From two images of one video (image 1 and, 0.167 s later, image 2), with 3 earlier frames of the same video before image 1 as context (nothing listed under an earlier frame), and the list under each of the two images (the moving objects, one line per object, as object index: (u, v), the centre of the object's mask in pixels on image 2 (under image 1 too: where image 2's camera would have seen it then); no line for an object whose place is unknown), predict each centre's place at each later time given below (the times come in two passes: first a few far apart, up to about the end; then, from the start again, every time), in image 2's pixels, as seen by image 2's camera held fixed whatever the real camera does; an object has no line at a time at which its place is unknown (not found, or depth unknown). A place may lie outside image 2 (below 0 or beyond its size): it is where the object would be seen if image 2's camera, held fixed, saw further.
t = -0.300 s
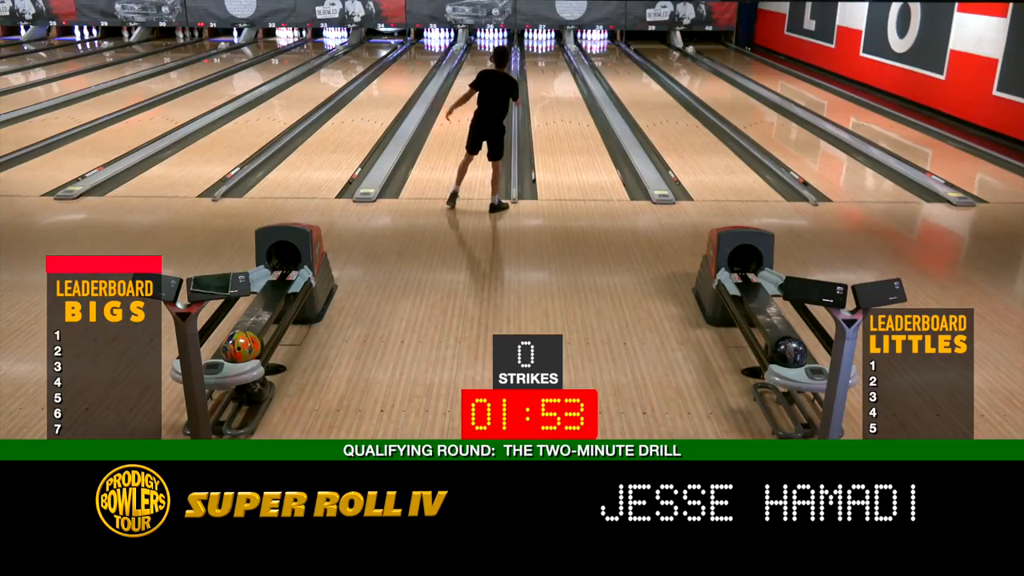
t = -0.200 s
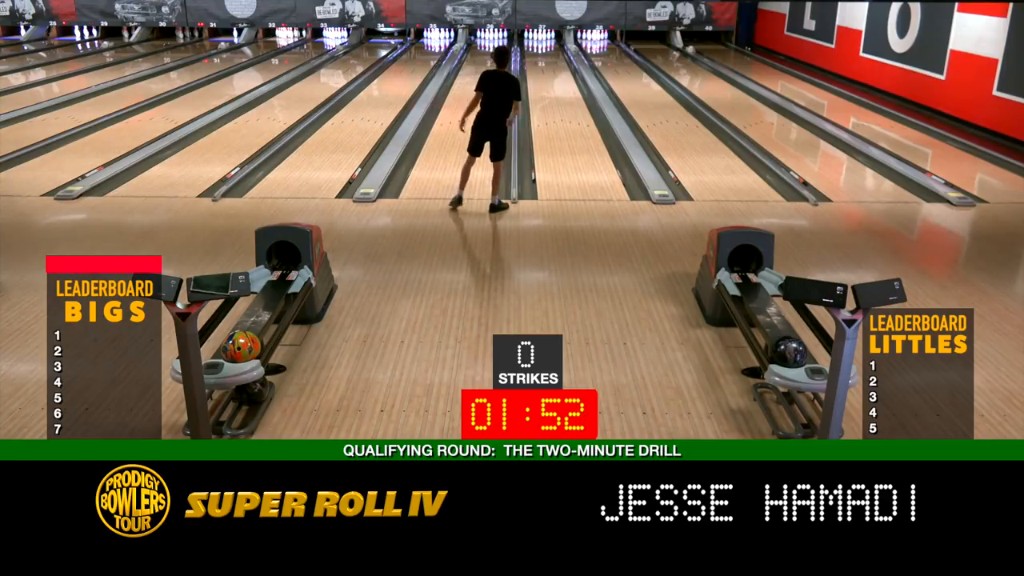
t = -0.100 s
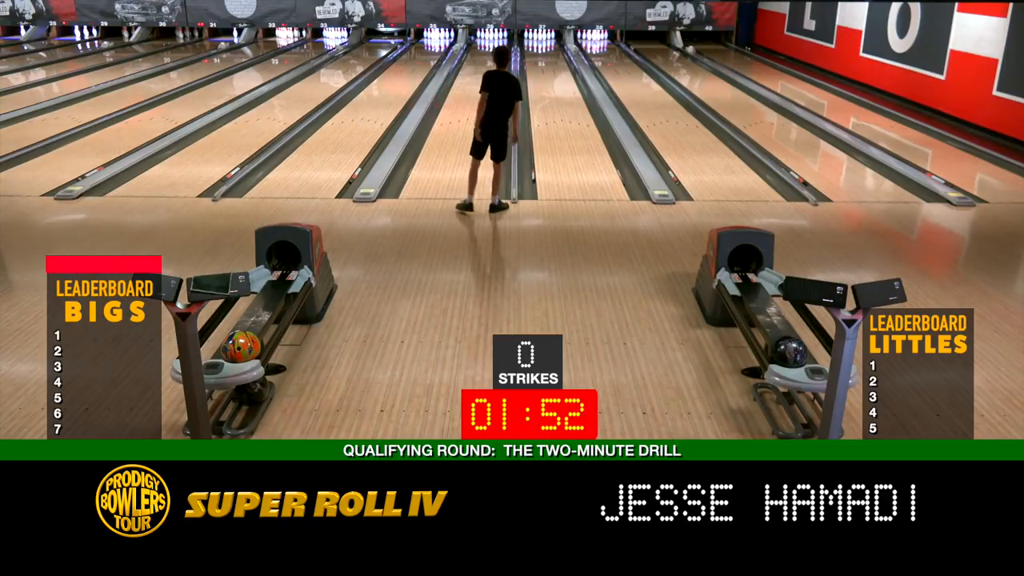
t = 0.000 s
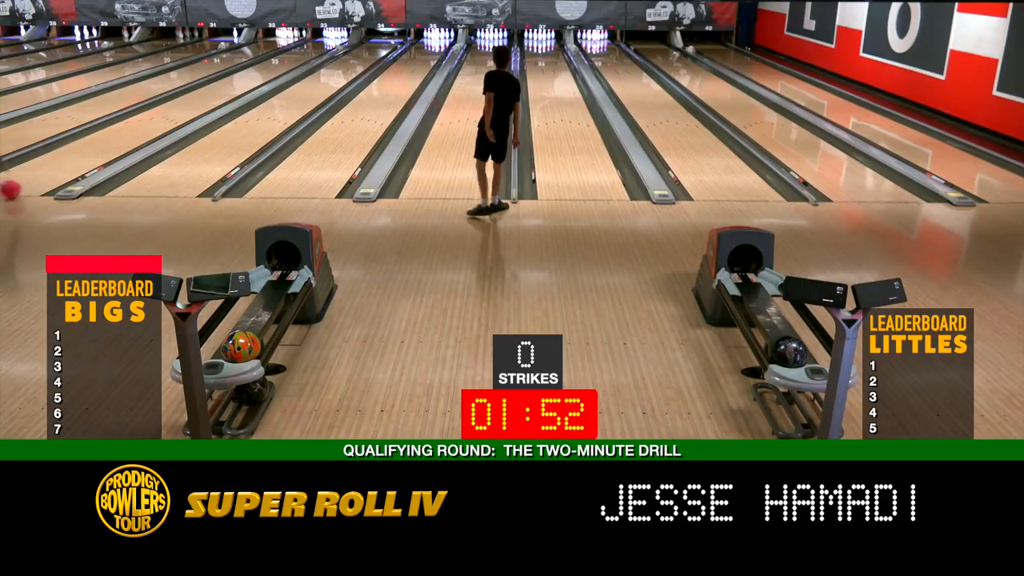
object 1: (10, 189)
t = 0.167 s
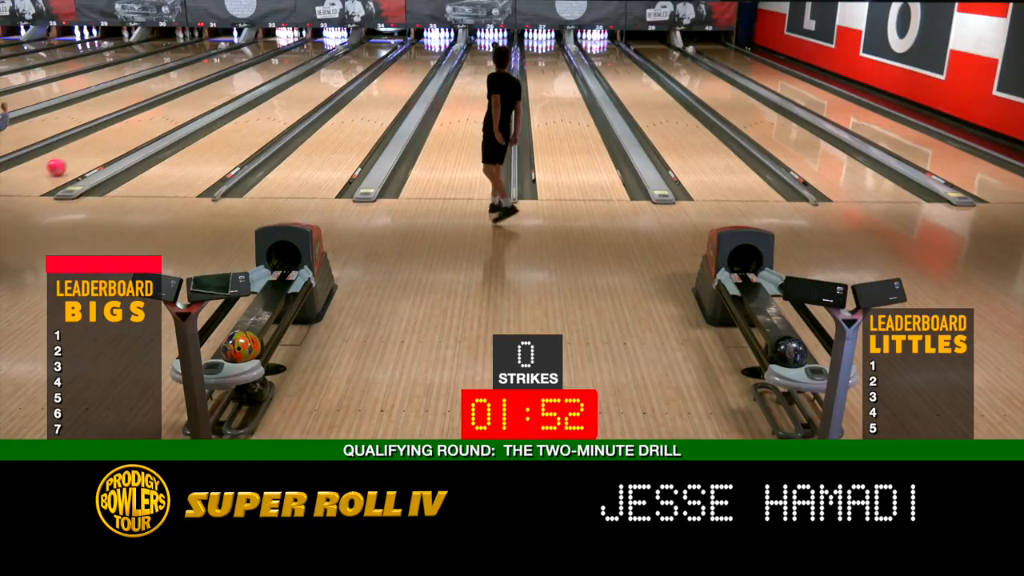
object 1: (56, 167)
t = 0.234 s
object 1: (72, 159)
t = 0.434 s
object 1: (114, 140)
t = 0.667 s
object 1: (152, 121)
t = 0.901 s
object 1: (183, 106)
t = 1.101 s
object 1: (205, 95)
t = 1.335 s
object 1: (227, 84)
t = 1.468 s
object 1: (238, 79)
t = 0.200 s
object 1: (64, 163)
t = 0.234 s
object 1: (72, 159)
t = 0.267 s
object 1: (80, 156)
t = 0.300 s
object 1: (87, 152)
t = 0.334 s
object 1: (94, 149)
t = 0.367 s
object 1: (101, 146)
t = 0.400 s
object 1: (108, 142)
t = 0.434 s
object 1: (114, 140)
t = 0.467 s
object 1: (120, 136)
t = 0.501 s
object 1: (126, 134)
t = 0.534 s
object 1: (131, 131)
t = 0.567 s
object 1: (137, 128)
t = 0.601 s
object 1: (142, 125)
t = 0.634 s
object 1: (147, 123)
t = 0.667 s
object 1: (152, 121)
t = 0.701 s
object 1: (157, 118)
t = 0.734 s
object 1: (162, 116)
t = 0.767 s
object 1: (166, 114)
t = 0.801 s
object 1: (171, 112)
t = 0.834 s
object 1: (175, 109)
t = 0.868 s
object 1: (179, 107)
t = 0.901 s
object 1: (183, 106)
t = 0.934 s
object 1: (187, 103)
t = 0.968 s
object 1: (191, 102)
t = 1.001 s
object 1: (194, 100)
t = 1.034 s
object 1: (198, 98)
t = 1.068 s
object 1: (202, 96)
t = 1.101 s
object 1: (205, 95)
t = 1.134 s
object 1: (209, 93)
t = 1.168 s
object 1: (212, 92)
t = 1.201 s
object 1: (215, 90)
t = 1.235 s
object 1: (218, 88)
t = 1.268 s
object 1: (221, 87)
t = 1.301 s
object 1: (224, 85)
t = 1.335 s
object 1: (227, 84)
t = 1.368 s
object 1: (230, 82)
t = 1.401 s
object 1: (232, 81)
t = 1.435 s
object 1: (235, 80)
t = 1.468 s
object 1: (238, 79)
